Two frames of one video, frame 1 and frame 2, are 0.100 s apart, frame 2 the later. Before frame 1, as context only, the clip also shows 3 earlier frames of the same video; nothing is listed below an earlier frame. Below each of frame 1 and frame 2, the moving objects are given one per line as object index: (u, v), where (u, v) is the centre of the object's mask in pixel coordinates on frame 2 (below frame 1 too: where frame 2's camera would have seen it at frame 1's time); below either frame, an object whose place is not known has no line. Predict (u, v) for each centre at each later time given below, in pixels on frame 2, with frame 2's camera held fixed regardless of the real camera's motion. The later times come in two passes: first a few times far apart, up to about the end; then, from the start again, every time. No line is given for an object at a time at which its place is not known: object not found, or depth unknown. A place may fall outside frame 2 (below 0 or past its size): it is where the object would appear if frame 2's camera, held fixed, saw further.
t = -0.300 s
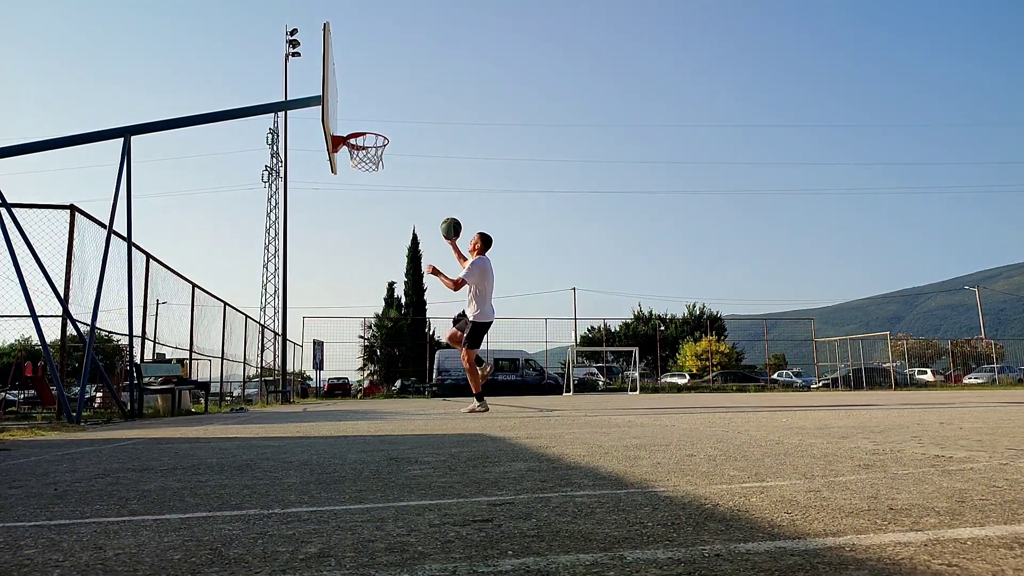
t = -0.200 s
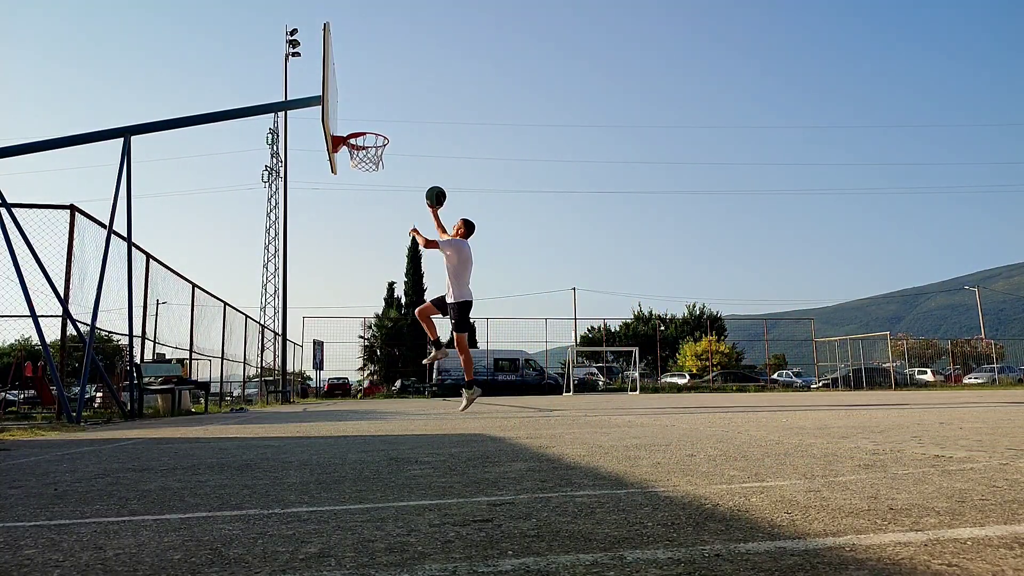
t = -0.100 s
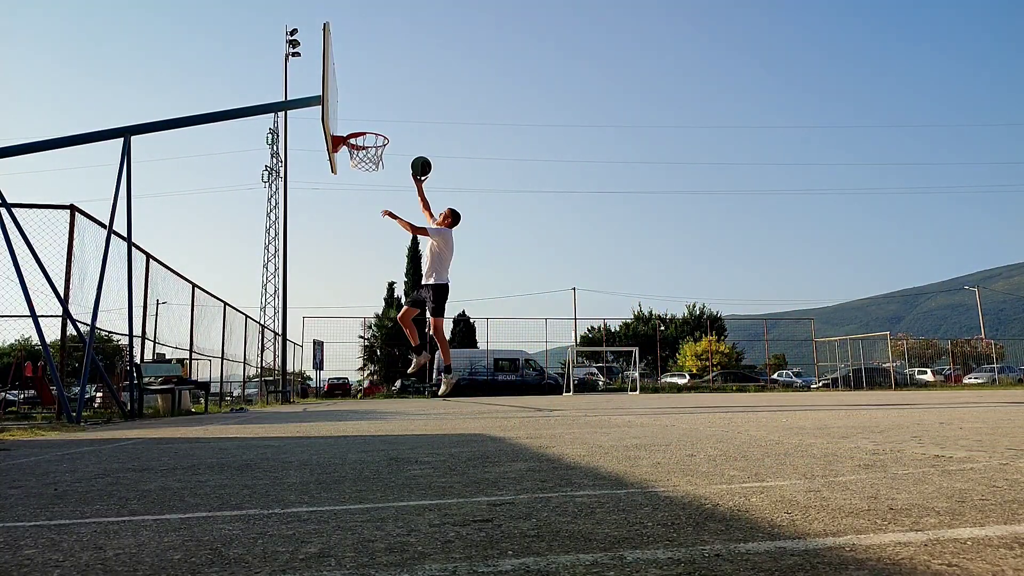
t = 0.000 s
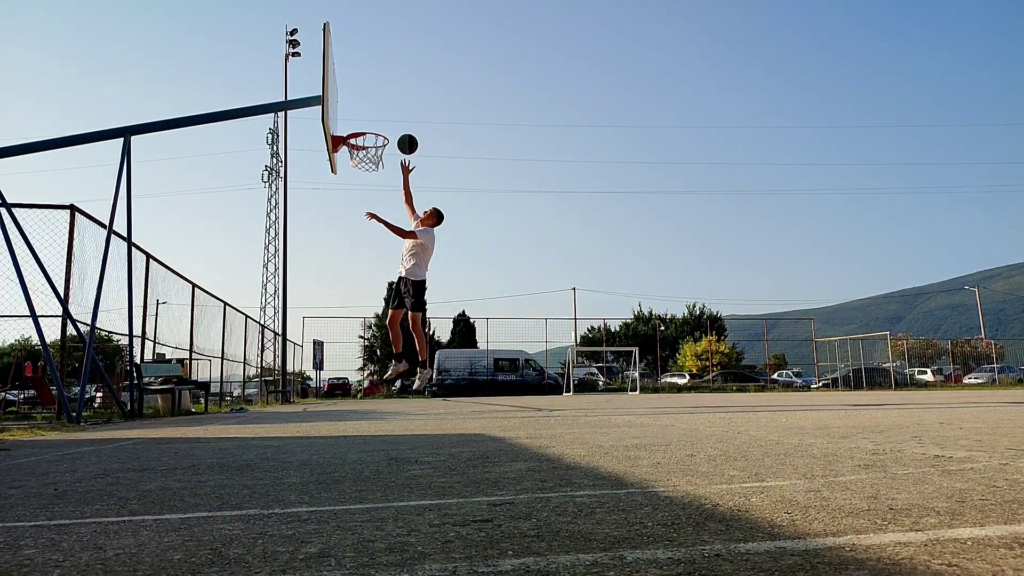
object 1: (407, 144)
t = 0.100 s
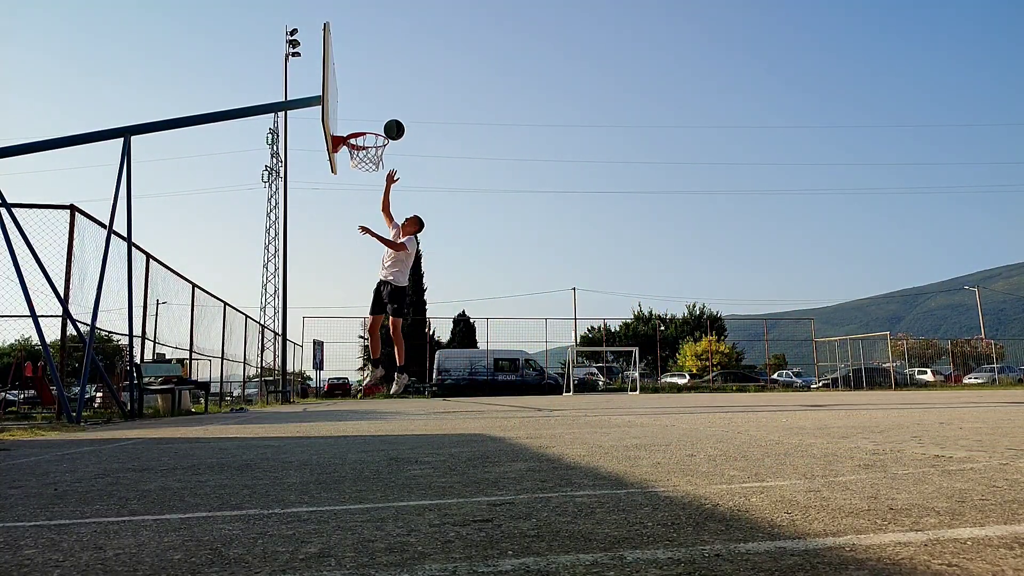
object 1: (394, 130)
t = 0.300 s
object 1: (366, 124)
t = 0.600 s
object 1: (372, 132)
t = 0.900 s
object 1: (356, 151)
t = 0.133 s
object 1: (389, 127)
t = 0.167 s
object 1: (385, 124)
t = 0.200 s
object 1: (380, 123)
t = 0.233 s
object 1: (376, 123)
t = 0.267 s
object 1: (371, 123)
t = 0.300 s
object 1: (366, 124)
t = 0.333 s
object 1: (362, 126)
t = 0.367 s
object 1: (356, 128)
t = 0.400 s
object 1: (361, 131)
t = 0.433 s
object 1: (365, 133)
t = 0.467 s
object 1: (368, 136)
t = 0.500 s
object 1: (372, 139)
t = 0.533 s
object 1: (372, 136)
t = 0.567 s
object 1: (372, 133)
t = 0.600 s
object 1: (372, 132)
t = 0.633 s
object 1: (372, 131)
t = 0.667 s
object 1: (372, 132)
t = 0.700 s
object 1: (372, 132)
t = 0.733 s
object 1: (370, 134)
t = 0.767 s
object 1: (367, 136)
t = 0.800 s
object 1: (365, 139)
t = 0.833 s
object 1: (362, 143)
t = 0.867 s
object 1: (359, 146)
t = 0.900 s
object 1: (356, 151)
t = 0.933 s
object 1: (354, 156)
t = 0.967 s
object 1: (354, 159)
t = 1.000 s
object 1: (355, 162)
